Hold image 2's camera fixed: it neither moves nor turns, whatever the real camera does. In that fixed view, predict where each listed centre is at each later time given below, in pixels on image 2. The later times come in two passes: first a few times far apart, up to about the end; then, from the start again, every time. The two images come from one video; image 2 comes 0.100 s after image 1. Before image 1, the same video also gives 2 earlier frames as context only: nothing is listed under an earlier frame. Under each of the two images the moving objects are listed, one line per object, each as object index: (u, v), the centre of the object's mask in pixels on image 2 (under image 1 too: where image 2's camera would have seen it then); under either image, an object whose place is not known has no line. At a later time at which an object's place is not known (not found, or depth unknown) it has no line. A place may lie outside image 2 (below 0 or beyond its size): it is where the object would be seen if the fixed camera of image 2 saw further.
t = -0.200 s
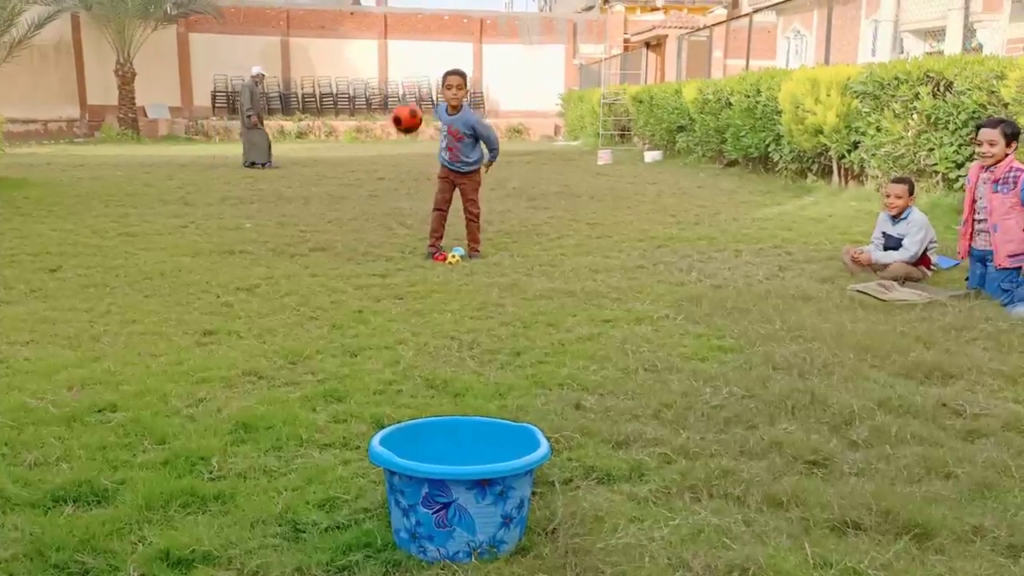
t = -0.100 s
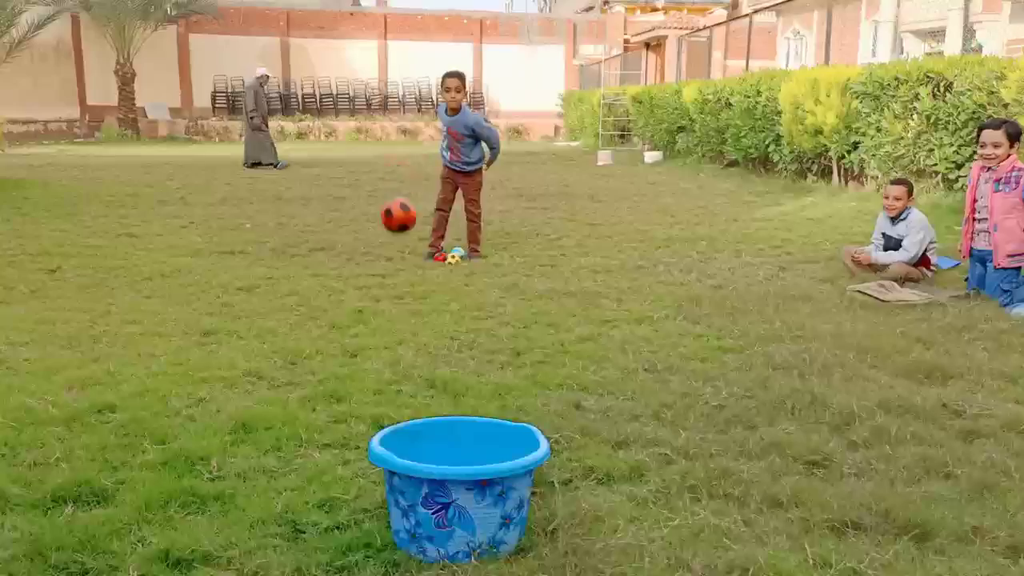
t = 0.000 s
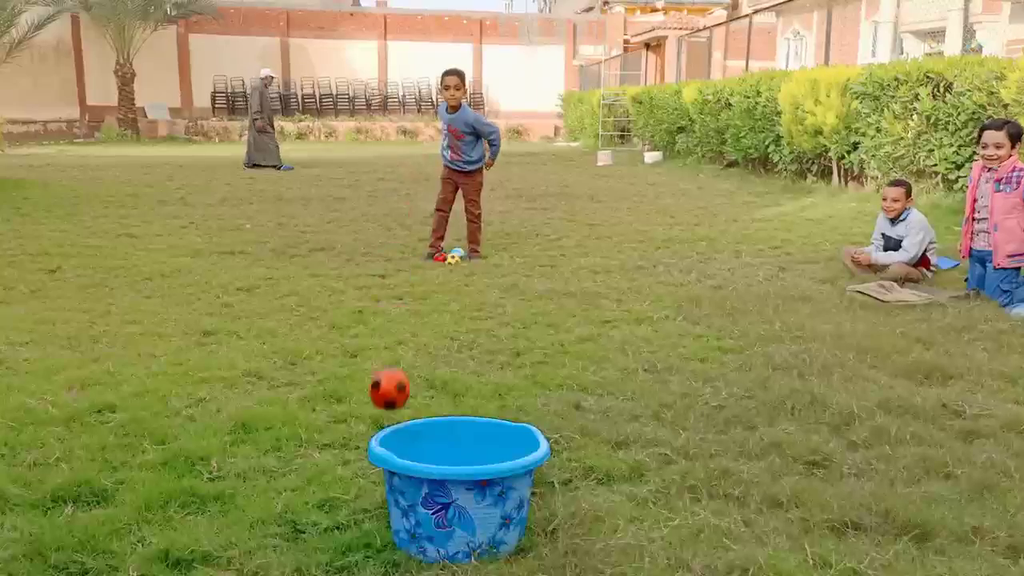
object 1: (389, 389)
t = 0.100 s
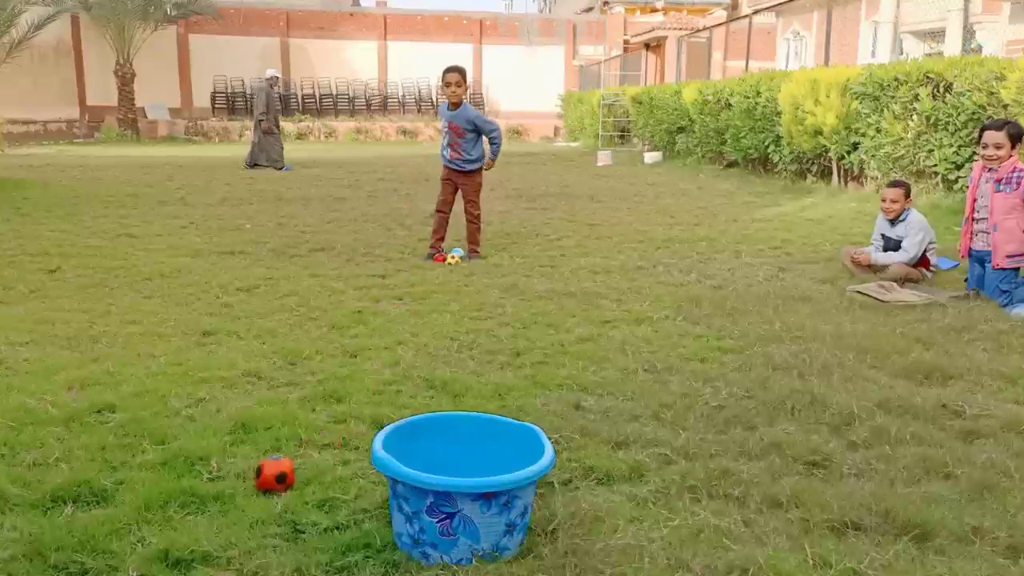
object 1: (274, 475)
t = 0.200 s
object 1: (194, 454)
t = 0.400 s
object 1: (109, 426)
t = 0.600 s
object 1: (43, 427)
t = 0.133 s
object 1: (239, 476)
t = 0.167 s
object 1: (212, 468)
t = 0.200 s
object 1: (194, 454)
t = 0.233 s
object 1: (178, 440)
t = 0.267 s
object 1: (164, 429)
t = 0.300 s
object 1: (150, 422)
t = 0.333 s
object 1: (136, 419)
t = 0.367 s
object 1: (123, 420)
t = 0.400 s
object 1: (109, 426)
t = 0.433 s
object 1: (97, 434)
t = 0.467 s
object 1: (85, 431)
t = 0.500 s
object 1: (73, 426)
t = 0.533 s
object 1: (62, 425)
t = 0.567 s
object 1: (52, 426)
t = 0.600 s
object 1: (43, 427)
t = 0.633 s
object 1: (35, 423)
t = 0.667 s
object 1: (27, 420)
